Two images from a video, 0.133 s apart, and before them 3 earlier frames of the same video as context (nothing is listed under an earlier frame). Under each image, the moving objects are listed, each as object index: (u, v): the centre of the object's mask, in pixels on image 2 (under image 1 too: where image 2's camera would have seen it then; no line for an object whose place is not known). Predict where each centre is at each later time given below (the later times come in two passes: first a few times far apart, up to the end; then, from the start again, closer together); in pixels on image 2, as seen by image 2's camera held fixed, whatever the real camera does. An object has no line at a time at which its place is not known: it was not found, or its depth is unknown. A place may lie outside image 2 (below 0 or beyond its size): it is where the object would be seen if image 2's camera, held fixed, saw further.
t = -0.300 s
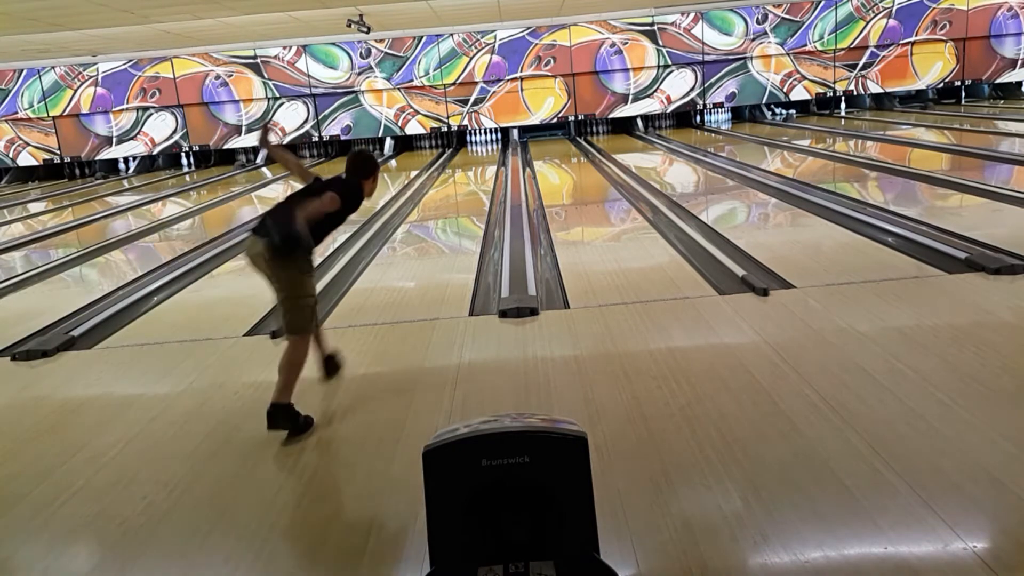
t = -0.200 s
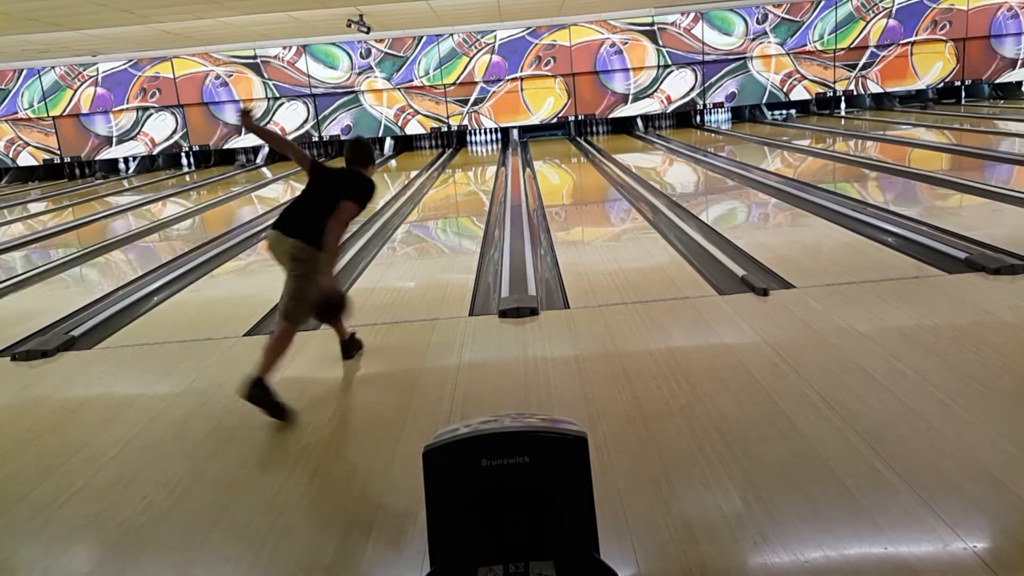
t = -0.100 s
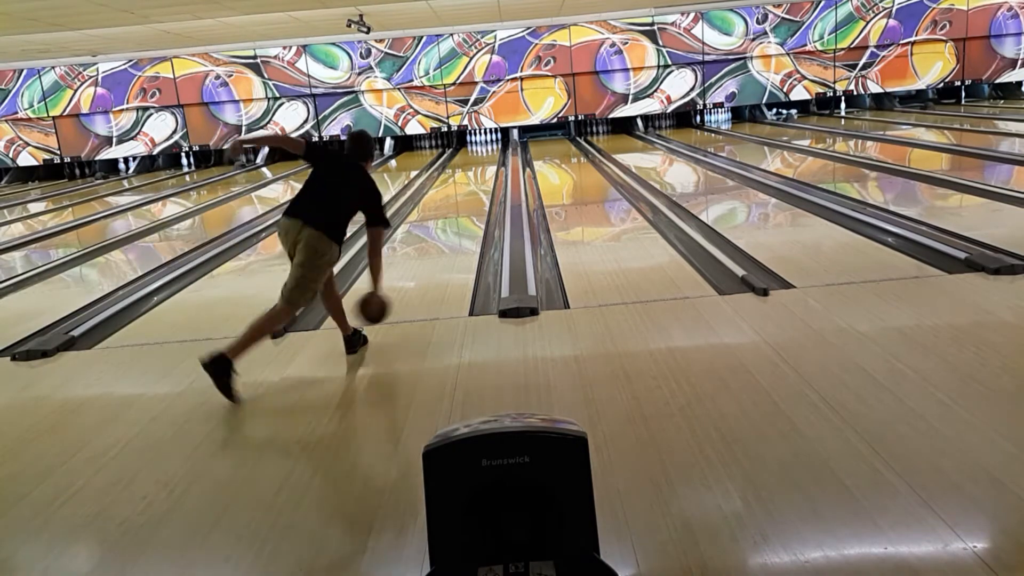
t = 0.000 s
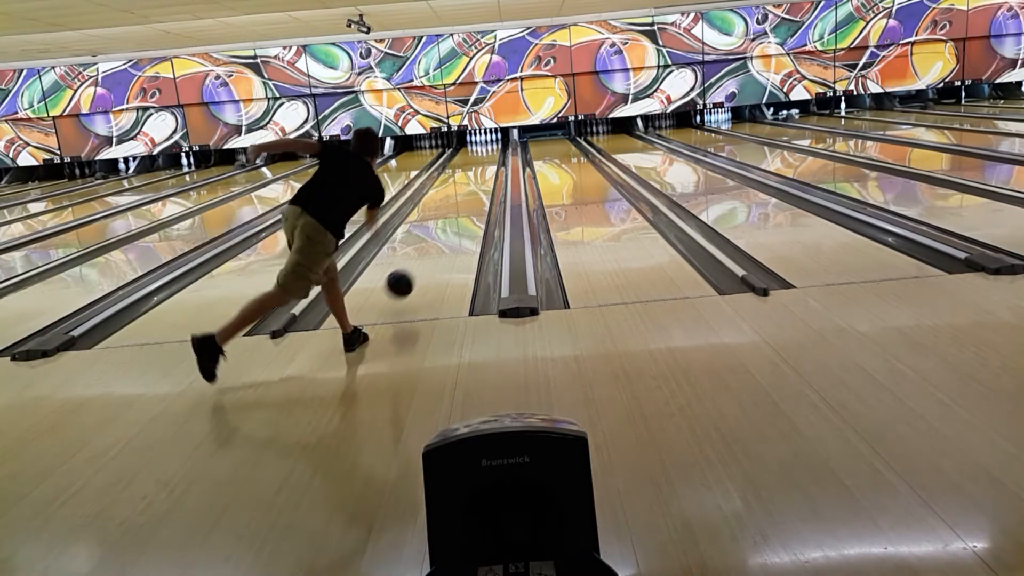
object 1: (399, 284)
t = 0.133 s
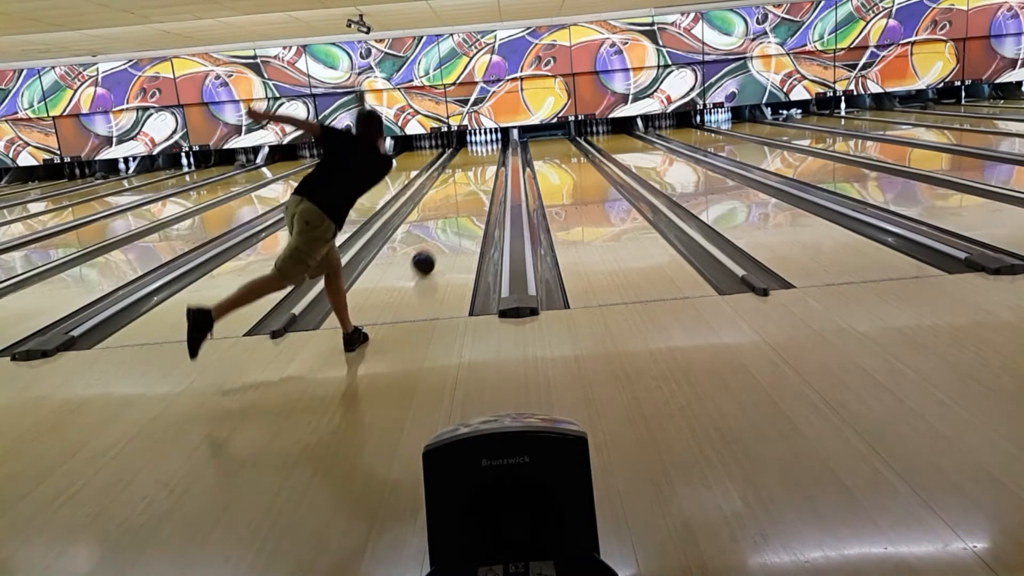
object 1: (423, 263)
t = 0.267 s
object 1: (439, 239)
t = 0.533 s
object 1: (461, 207)
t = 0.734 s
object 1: (471, 190)
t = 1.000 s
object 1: (481, 174)
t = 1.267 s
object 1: (487, 162)
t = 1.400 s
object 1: (489, 157)
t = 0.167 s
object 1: (427, 257)
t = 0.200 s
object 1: (432, 251)
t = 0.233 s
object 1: (435, 245)
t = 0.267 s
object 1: (439, 239)
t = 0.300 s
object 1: (443, 234)
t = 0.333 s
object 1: (445, 229)
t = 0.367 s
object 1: (449, 225)
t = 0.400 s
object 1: (451, 221)
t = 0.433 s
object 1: (454, 217)
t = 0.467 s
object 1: (456, 213)
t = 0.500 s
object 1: (459, 210)
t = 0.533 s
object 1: (461, 207)
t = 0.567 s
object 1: (463, 204)
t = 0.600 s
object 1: (465, 201)
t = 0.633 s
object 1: (466, 198)
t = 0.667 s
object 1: (468, 195)
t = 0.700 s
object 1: (470, 193)
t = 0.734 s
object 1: (471, 190)
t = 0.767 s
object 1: (473, 188)
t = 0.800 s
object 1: (474, 186)
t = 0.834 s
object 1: (476, 184)
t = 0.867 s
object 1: (477, 181)
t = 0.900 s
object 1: (478, 180)
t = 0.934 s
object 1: (479, 177)
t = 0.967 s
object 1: (480, 175)
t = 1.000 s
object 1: (481, 174)
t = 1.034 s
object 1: (482, 173)
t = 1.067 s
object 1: (483, 171)
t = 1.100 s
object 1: (484, 169)
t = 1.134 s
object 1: (484, 168)
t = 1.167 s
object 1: (485, 166)
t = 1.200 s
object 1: (486, 165)
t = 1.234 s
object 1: (487, 163)
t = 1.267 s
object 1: (487, 162)
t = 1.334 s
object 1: (488, 160)
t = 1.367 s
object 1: (489, 158)
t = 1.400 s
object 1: (489, 157)
